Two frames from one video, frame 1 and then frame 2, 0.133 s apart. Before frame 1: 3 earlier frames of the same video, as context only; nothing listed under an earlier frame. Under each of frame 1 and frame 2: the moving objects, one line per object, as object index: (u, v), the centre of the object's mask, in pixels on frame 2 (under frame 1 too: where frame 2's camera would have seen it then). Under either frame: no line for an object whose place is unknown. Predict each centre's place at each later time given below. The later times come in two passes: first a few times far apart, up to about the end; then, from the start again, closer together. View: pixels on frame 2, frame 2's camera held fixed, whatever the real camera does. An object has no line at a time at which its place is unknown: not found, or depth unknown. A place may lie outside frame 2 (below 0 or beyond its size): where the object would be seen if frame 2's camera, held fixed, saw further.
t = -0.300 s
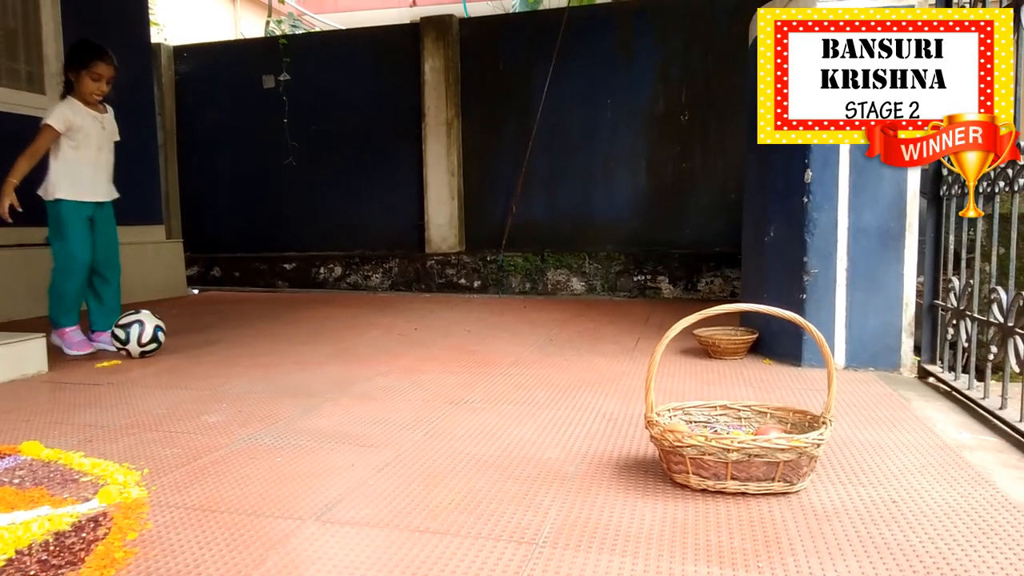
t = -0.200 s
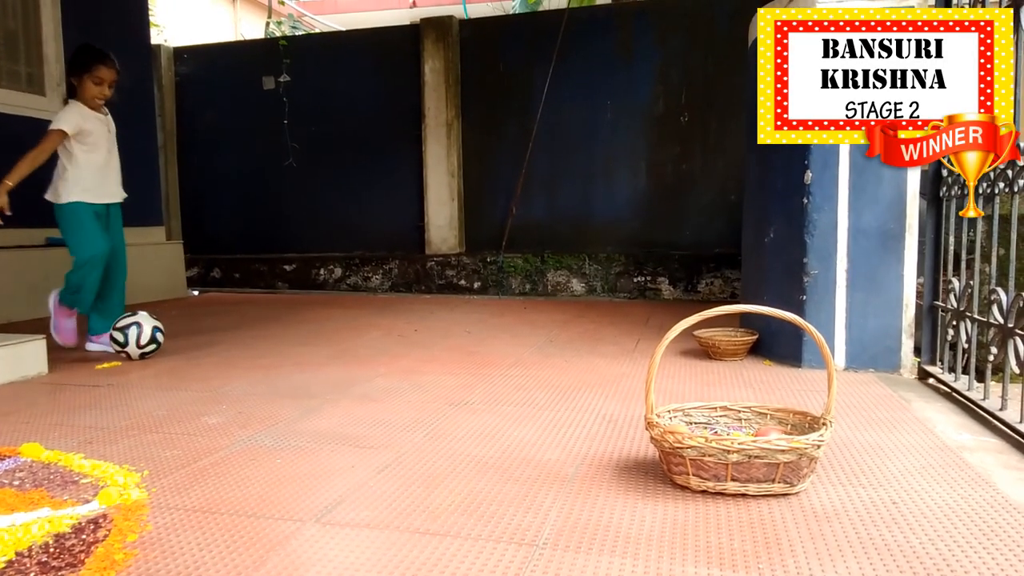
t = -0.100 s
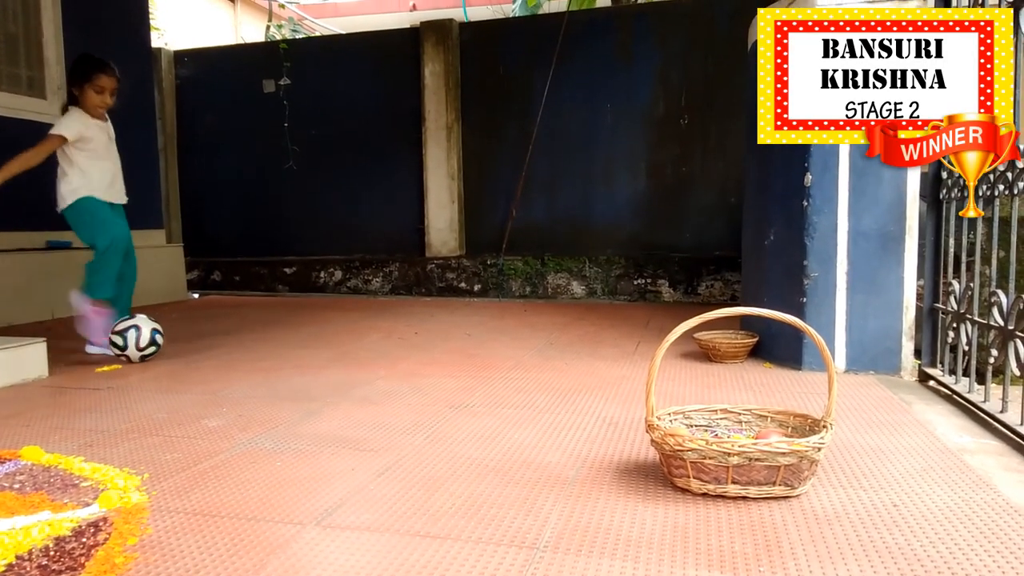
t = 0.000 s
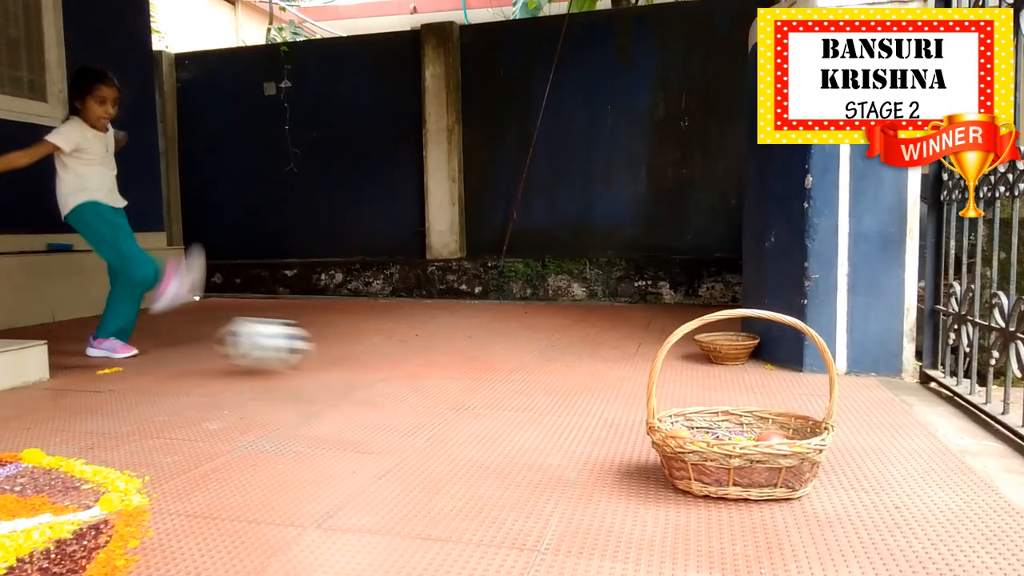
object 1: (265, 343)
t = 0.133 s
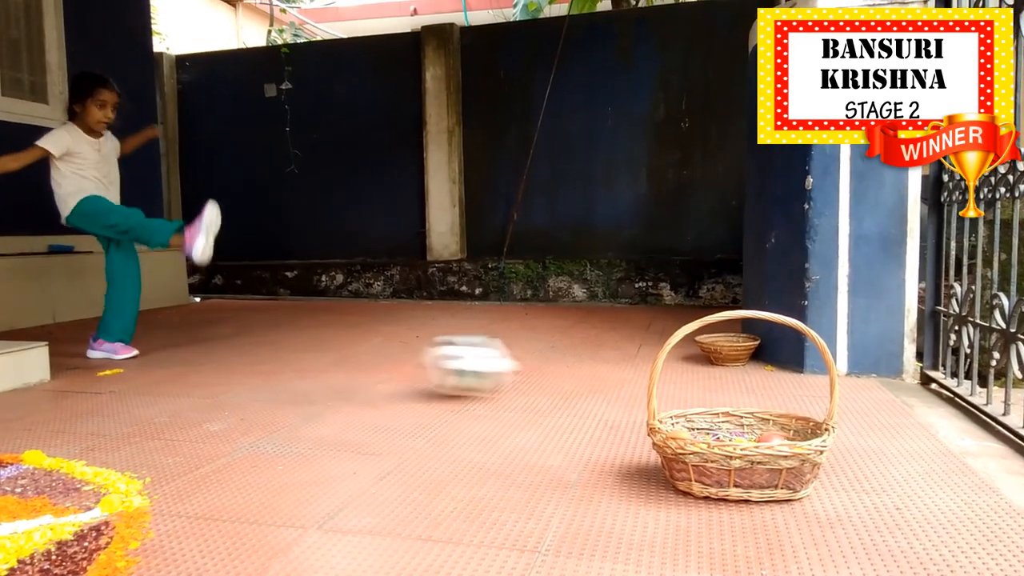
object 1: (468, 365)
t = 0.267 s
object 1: (683, 380)
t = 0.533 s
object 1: (963, 409)
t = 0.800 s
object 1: (873, 420)
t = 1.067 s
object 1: (896, 412)
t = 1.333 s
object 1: (922, 407)
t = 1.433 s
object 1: (934, 406)
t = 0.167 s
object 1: (520, 366)
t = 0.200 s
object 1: (573, 372)
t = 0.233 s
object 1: (616, 379)
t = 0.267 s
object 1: (683, 380)
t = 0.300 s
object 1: (739, 382)
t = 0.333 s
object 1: (788, 385)
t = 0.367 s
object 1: (857, 397)
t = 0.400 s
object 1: (910, 404)
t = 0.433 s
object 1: (971, 410)
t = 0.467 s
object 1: (996, 413)
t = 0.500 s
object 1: (983, 409)
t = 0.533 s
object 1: (963, 409)
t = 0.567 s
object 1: (935, 415)
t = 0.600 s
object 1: (908, 424)
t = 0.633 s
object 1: (885, 420)
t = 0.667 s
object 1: (870, 420)
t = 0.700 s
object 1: (867, 421)
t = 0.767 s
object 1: (870, 424)
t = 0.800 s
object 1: (873, 420)
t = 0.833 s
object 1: (876, 416)
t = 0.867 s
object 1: (878, 416)
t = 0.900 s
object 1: (880, 418)
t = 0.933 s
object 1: (884, 414)
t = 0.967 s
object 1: (887, 415)
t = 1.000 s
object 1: (890, 413)
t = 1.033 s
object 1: (893, 413)
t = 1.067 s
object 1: (896, 412)
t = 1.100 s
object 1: (899, 412)
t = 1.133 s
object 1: (902, 411)
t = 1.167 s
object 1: (905, 410)
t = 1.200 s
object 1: (907, 409)
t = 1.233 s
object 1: (910, 409)
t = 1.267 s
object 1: (914, 408)
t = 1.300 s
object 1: (918, 408)
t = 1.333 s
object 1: (922, 407)
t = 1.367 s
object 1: (927, 407)
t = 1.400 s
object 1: (930, 406)
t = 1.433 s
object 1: (934, 406)
